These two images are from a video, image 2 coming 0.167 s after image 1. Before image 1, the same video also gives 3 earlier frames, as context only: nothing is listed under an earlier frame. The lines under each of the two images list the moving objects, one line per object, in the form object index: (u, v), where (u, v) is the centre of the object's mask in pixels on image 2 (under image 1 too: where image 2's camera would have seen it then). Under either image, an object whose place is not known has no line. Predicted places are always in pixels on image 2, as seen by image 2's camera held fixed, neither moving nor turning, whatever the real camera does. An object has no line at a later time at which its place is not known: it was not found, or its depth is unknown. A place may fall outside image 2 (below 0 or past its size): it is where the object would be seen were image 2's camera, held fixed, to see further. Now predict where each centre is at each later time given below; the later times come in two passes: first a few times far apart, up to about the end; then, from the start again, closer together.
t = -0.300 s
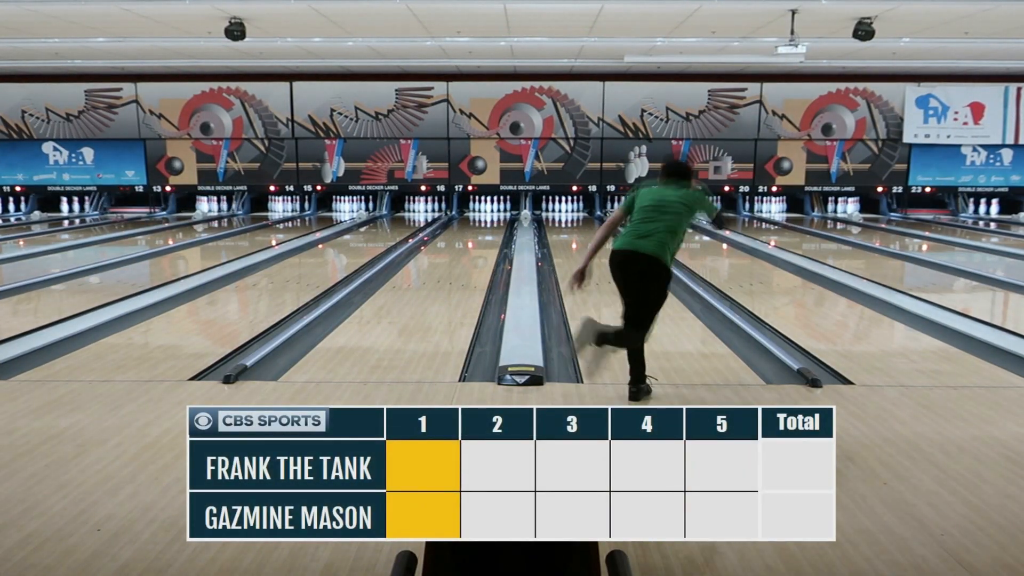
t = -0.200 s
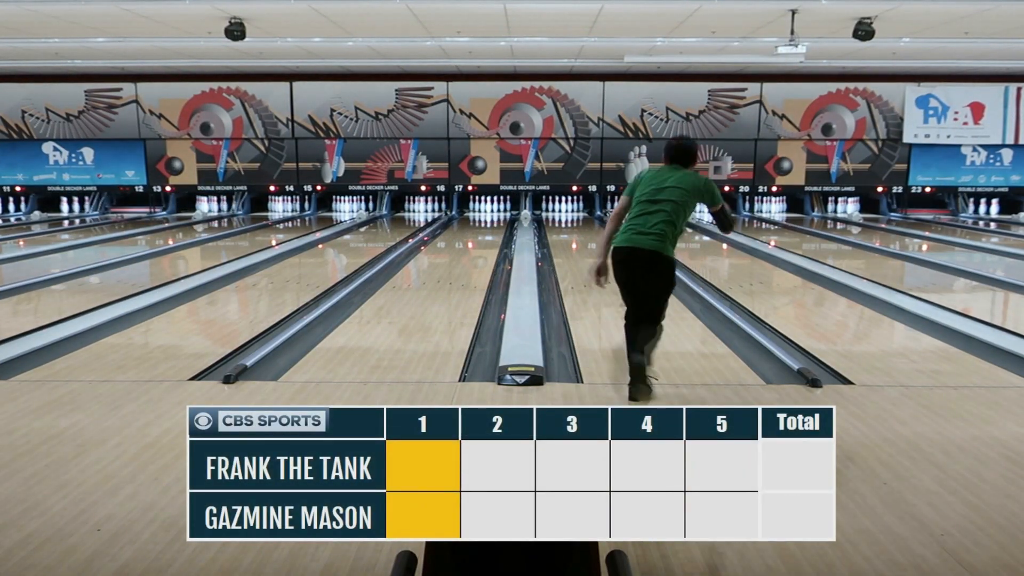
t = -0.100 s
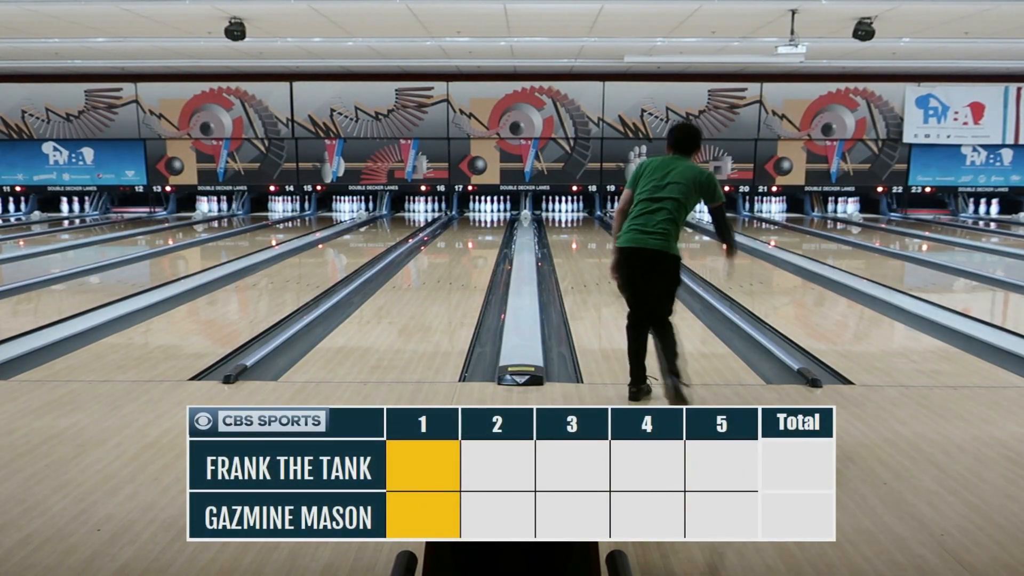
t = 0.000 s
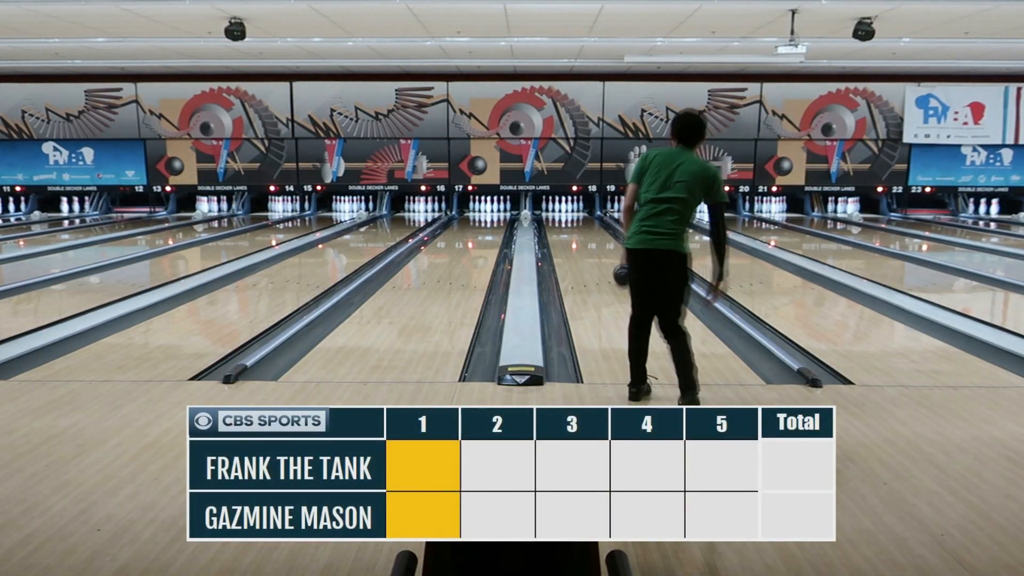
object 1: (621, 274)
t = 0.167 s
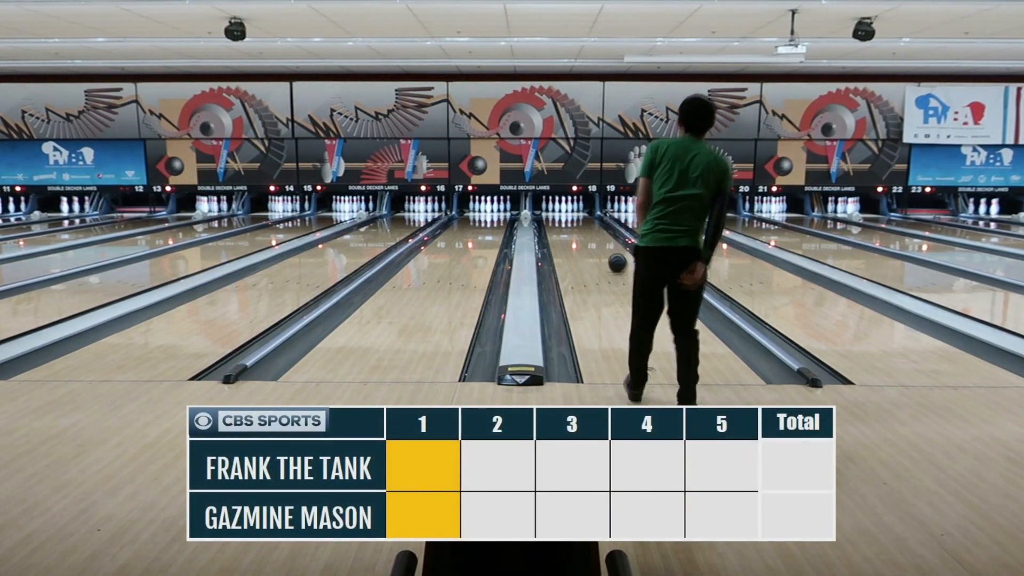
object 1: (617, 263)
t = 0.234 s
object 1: (615, 259)
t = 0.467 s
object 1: (609, 246)
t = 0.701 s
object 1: (603, 237)
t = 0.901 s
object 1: (599, 231)
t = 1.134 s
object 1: (595, 225)
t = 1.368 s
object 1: (589, 220)
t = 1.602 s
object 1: (582, 216)
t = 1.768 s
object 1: (576, 213)
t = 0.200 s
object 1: (616, 261)
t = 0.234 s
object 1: (615, 259)
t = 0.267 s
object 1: (614, 257)
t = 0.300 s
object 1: (613, 255)
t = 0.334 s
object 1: (612, 252)
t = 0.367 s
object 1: (612, 251)
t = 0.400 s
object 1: (611, 250)
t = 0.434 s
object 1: (610, 248)
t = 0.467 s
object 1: (609, 246)
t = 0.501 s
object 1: (608, 245)
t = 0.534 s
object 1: (607, 244)
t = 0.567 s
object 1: (606, 242)
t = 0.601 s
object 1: (605, 241)
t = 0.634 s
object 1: (605, 240)
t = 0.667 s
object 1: (604, 238)
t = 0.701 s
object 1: (603, 237)
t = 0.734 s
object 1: (603, 236)
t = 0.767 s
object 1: (602, 235)
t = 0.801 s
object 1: (601, 234)
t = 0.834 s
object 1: (600, 233)
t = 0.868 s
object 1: (600, 232)
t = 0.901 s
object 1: (599, 231)
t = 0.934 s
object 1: (599, 230)
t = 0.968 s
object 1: (598, 229)
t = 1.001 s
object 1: (597, 228)
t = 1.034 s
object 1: (597, 227)
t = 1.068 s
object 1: (596, 227)
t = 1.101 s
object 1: (595, 226)
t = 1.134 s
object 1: (595, 225)
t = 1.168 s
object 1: (594, 224)
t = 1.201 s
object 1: (593, 224)
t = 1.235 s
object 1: (592, 223)
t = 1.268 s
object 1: (592, 222)
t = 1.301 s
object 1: (591, 221)
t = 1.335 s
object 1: (590, 221)
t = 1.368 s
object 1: (589, 220)
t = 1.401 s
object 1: (588, 220)
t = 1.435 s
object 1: (587, 218)
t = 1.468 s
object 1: (586, 218)
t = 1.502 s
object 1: (585, 218)
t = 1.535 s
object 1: (584, 217)
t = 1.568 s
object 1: (583, 216)
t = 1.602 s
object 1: (582, 216)
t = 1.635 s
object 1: (581, 215)
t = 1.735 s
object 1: (578, 213)
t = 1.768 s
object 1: (576, 213)
